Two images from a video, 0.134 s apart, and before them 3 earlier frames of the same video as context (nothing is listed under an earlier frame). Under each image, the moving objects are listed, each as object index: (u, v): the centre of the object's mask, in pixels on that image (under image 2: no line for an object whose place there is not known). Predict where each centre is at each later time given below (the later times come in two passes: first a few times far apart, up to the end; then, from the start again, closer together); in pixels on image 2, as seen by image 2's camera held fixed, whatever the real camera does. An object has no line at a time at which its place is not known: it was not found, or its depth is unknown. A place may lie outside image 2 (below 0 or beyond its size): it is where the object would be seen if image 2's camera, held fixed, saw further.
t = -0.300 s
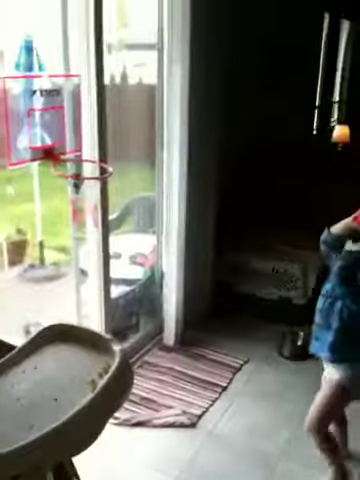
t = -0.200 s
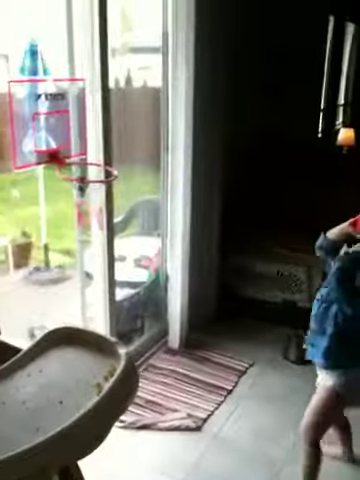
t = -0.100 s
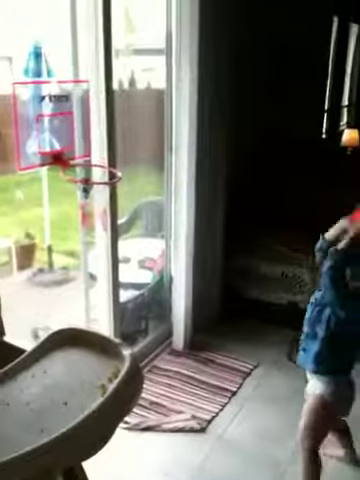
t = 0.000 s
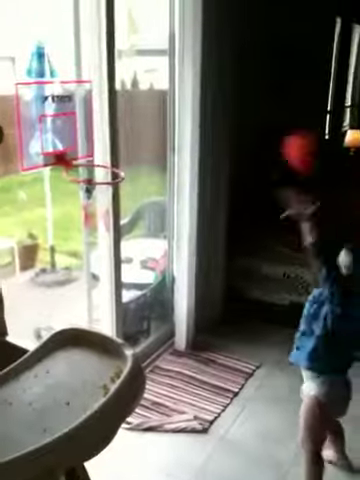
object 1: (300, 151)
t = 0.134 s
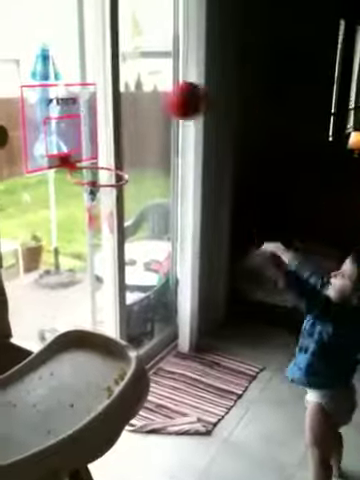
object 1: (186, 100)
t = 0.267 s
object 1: (72, 111)
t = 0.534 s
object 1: (86, 217)
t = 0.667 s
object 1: (97, 316)
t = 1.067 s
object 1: (157, 459)
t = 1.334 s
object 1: (214, 469)
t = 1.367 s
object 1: (220, 475)
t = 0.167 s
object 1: (154, 98)
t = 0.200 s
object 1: (128, 98)
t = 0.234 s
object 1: (99, 103)
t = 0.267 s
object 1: (72, 111)
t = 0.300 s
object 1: (68, 122)
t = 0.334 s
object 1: (70, 137)
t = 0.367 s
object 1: (73, 154)
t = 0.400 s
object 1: (75, 169)
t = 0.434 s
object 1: (78, 179)
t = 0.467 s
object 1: (80, 188)
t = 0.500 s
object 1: (83, 201)
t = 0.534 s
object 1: (86, 217)
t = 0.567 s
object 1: (88, 237)
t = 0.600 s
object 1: (90, 260)
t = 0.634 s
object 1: (93, 287)
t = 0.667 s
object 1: (97, 316)
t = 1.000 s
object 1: (142, 470)
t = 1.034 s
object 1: (149, 464)
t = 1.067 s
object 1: (157, 459)
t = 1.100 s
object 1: (165, 454)
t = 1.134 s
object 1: (173, 449)
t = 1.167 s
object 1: (180, 446)
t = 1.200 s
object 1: (187, 447)
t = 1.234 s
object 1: (194, 450)
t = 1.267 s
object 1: (201, 456)
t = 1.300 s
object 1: (208, 463)
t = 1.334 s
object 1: (214, 469)
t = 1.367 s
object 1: (220, 475)
